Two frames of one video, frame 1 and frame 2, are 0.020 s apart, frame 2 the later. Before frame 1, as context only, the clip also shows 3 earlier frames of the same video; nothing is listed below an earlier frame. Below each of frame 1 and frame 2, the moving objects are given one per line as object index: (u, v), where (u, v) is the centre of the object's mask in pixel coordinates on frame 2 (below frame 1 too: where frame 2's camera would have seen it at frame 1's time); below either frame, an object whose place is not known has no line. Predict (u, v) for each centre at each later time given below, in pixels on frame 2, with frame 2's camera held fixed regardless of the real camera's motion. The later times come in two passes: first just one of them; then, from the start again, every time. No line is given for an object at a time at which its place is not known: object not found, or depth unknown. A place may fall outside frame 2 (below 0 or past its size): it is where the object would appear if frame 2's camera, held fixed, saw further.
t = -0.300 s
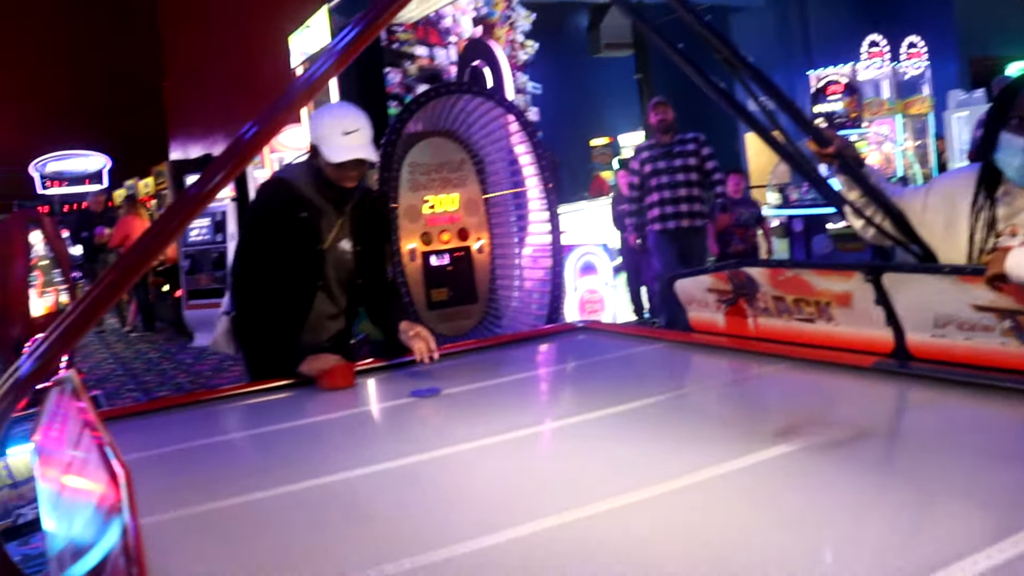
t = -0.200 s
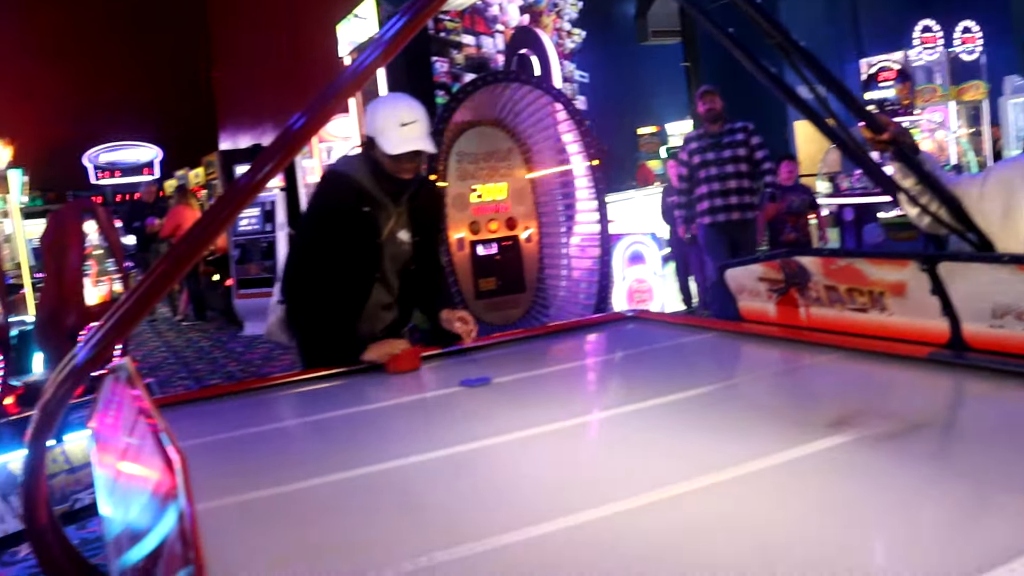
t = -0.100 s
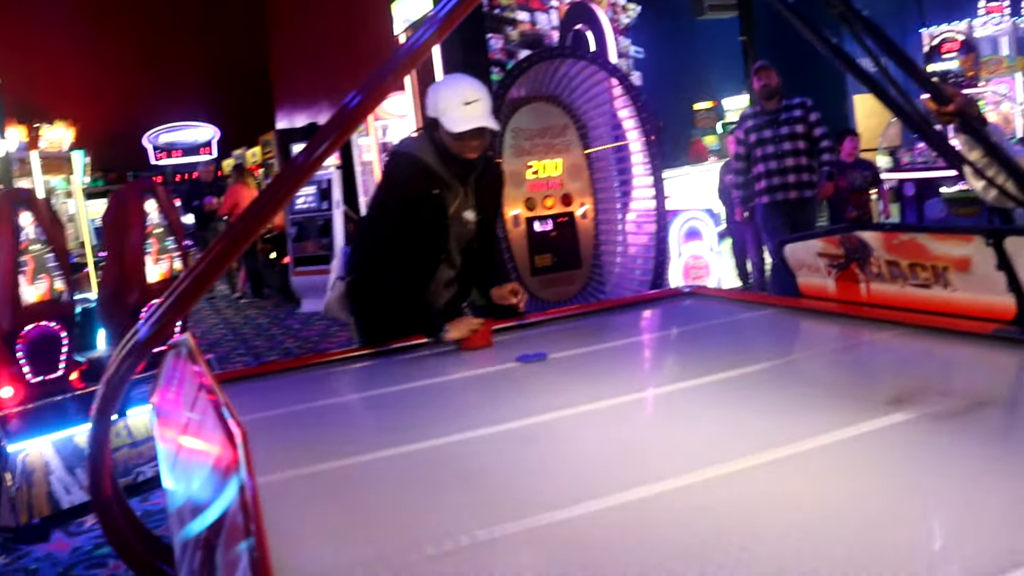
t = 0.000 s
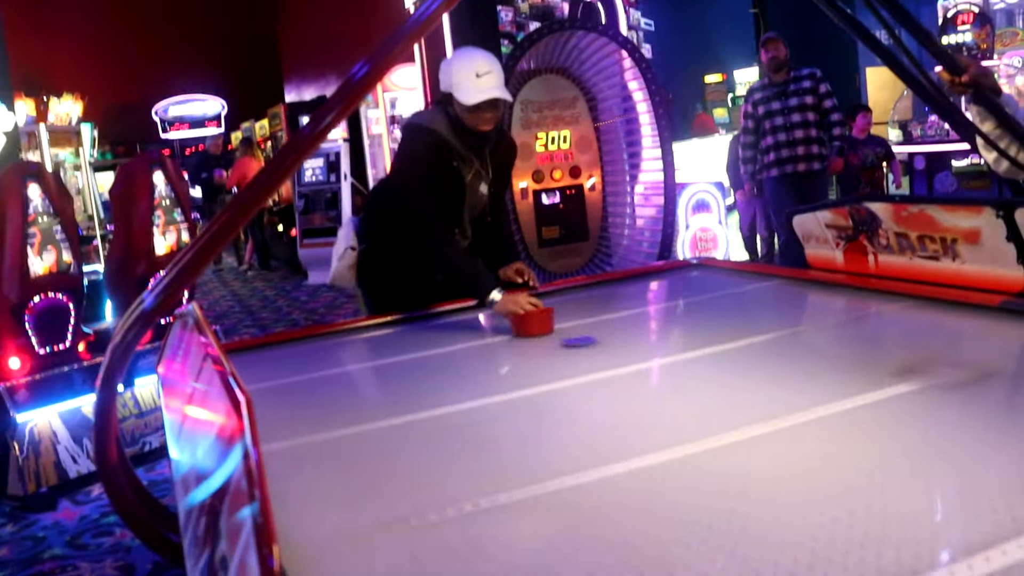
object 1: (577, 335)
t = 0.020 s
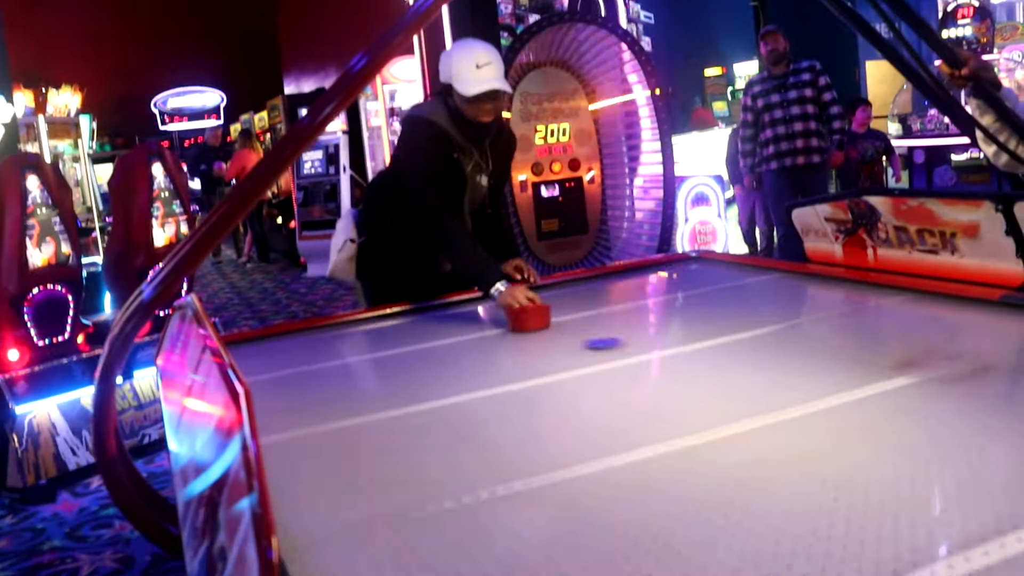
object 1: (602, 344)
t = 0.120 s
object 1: (788, 410)
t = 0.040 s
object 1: (631, 354)
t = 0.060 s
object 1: (662, 364)
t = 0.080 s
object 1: (700, 378)
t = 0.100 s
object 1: (739, 392)
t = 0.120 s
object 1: (788, 410)
